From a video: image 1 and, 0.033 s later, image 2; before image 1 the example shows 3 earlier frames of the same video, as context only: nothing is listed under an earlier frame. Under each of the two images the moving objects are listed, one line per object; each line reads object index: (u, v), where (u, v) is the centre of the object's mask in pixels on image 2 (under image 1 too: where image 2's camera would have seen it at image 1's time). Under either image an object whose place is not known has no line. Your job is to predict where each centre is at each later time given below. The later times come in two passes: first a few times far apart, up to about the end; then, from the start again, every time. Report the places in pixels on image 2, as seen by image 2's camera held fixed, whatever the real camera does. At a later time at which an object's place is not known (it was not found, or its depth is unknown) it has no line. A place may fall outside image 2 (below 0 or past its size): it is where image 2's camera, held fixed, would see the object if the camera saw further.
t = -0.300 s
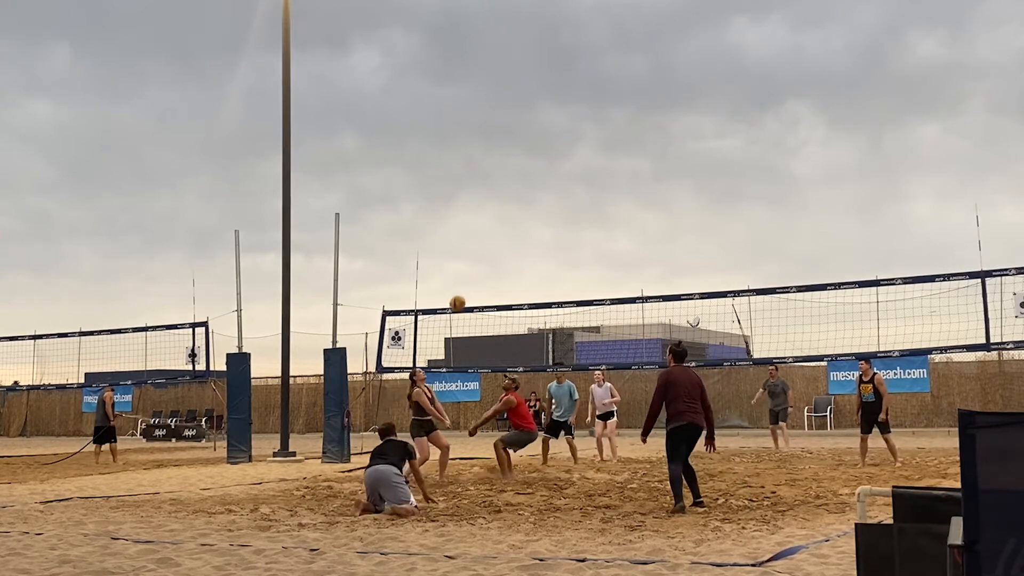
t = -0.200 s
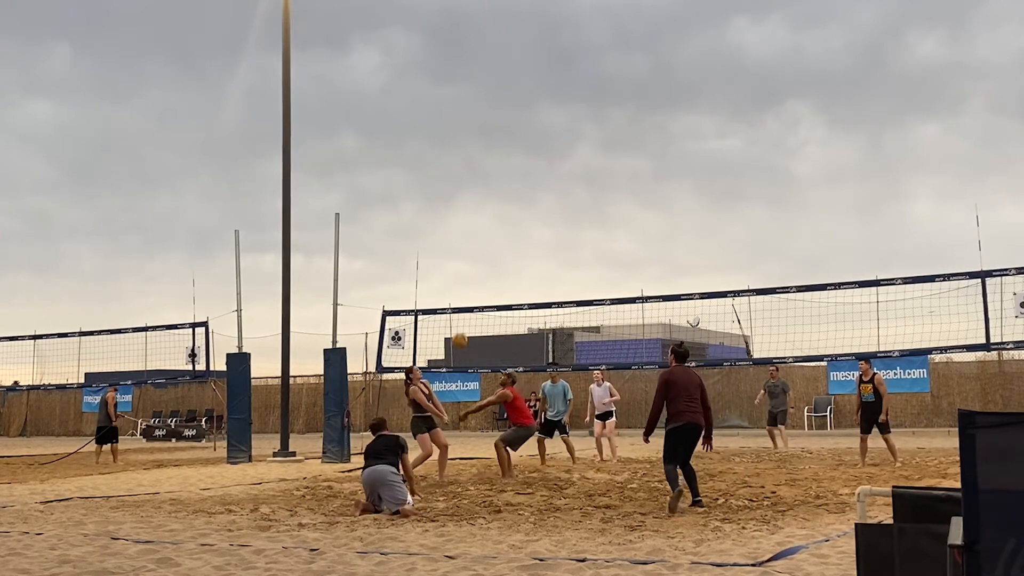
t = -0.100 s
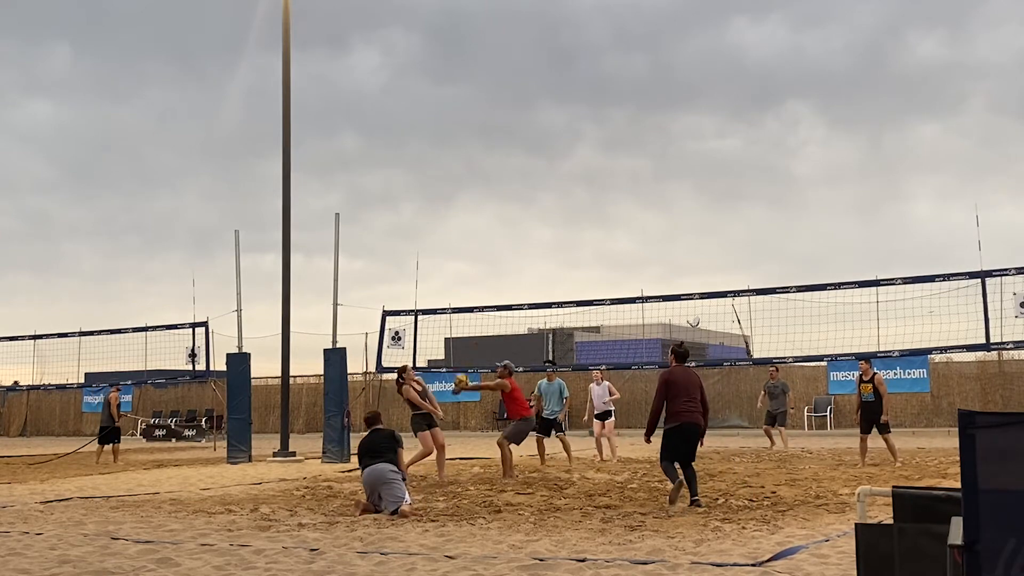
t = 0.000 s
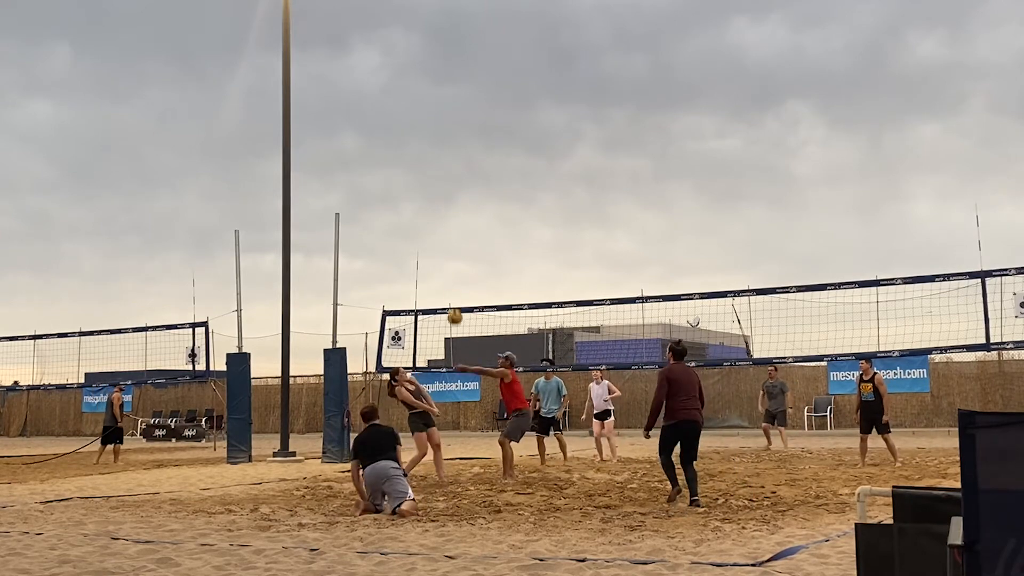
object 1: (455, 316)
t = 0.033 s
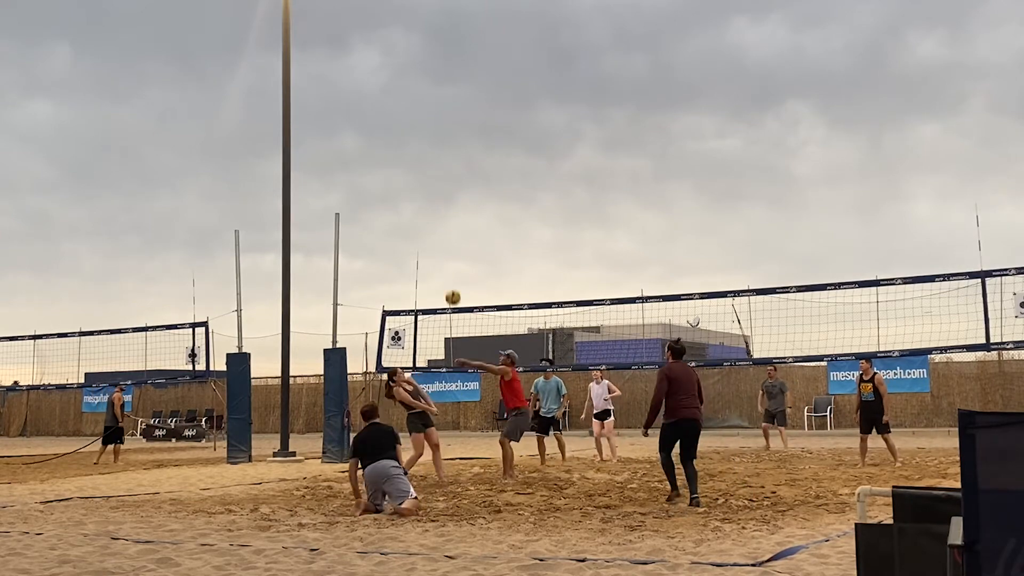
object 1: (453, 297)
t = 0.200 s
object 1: (444, 214)
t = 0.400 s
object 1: (435, 142)
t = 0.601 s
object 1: (425, 99)
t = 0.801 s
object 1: (417, 87)
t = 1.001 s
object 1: (410, 102)
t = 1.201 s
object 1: (403, 148)
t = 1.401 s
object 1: (398, 222)
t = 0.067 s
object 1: (451, 279)
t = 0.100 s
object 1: (449, 261)
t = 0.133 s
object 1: (448, 244)
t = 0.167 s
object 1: (446, 229)
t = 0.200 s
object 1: (444, 214)
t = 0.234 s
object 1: (443, 200)
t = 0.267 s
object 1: (441, 186)
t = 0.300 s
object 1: (440, 174)
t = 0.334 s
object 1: (438, 162)
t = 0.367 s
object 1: (436, 152)
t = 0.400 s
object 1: (435, 142)
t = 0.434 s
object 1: (433, 133)
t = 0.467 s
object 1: (431, 124)
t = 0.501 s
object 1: (430, 117)
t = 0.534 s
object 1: (428, 110)
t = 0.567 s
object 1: (426, 104)
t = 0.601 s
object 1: (425, 99)
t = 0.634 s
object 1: (424, 95)
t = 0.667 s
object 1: (422, 92)
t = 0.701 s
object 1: (421, 90)
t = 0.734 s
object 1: (420, 88)
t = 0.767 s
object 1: (418, 87)
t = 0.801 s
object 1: (417, 87)
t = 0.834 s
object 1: (416, 87)
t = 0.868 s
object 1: (414, 89)
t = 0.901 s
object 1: (413, 91)
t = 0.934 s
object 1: (412, 94)
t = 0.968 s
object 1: (411, 98)
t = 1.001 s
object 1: (410, 102)
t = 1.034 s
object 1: (408, 107)
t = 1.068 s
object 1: (407, 114)
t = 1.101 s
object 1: (406, 121)
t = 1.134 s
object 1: (405, 129)
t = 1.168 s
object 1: (404, 138)
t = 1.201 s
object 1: (403, 148)
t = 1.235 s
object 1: (402, 158)
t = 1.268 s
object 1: (401, 169)
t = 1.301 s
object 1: (401, 181)
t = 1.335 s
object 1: (400, 194)
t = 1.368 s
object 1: (398, 207)
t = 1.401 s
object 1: (398, 222)
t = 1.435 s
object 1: (397, 237)
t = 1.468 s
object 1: (395, 253)
